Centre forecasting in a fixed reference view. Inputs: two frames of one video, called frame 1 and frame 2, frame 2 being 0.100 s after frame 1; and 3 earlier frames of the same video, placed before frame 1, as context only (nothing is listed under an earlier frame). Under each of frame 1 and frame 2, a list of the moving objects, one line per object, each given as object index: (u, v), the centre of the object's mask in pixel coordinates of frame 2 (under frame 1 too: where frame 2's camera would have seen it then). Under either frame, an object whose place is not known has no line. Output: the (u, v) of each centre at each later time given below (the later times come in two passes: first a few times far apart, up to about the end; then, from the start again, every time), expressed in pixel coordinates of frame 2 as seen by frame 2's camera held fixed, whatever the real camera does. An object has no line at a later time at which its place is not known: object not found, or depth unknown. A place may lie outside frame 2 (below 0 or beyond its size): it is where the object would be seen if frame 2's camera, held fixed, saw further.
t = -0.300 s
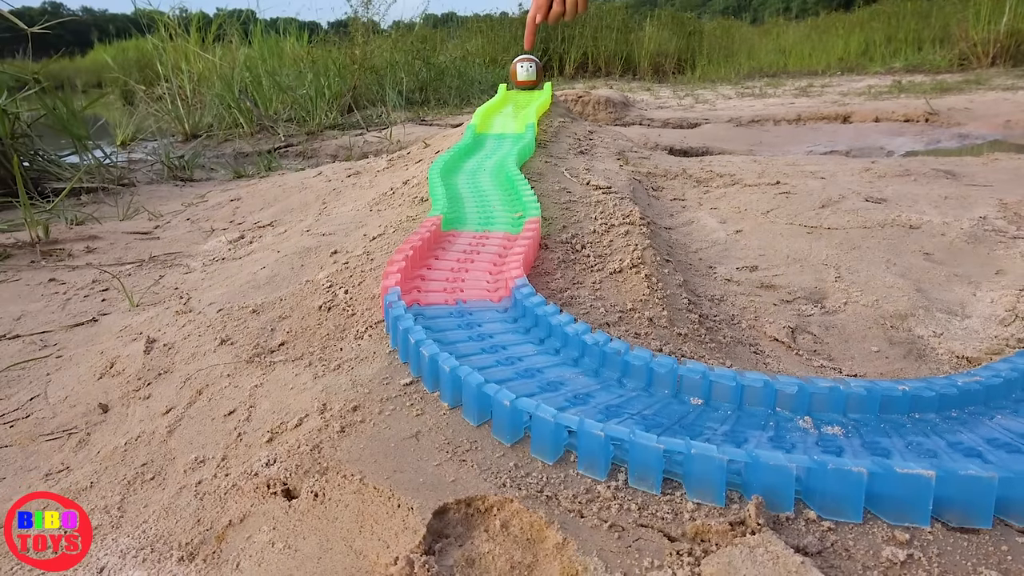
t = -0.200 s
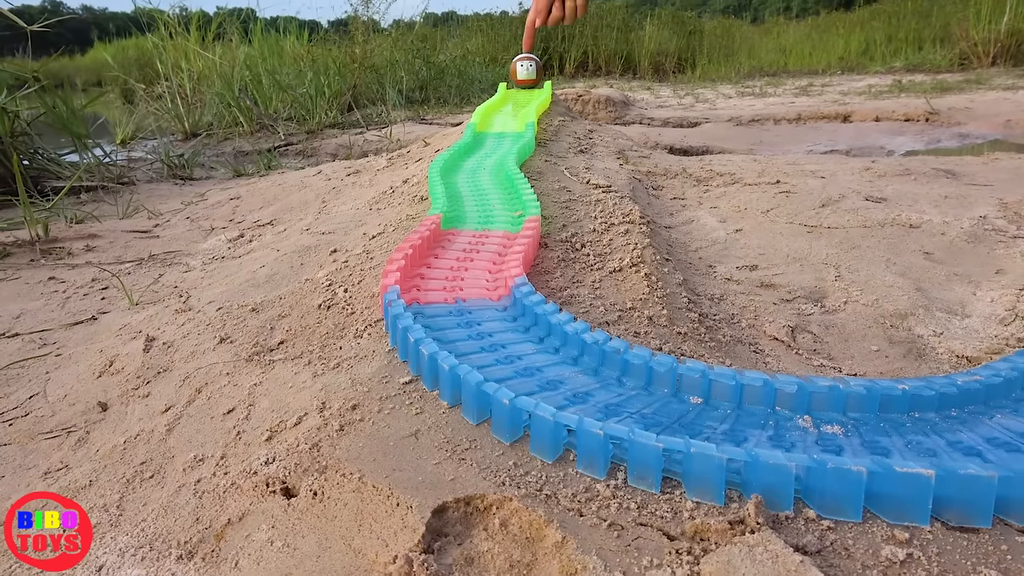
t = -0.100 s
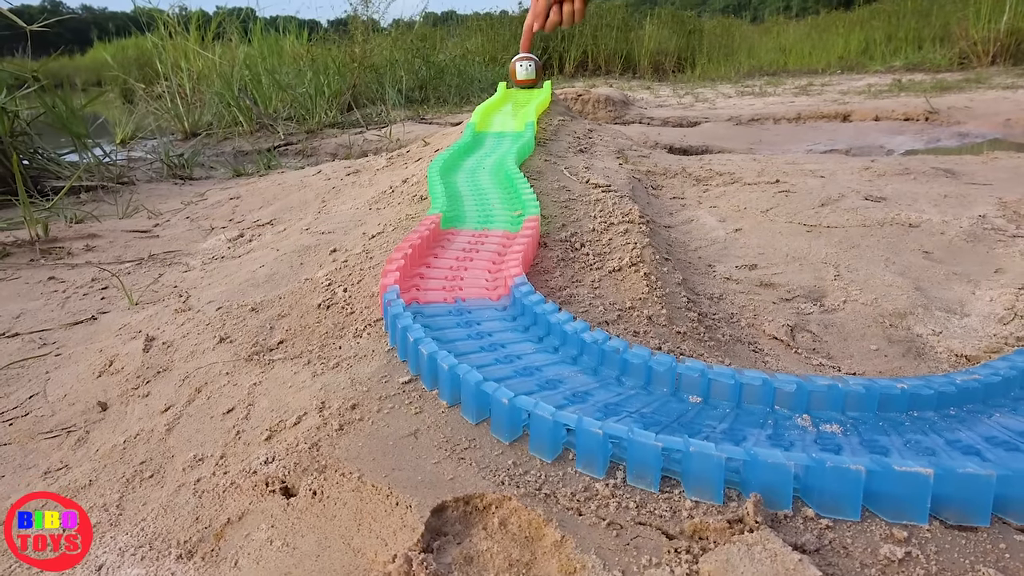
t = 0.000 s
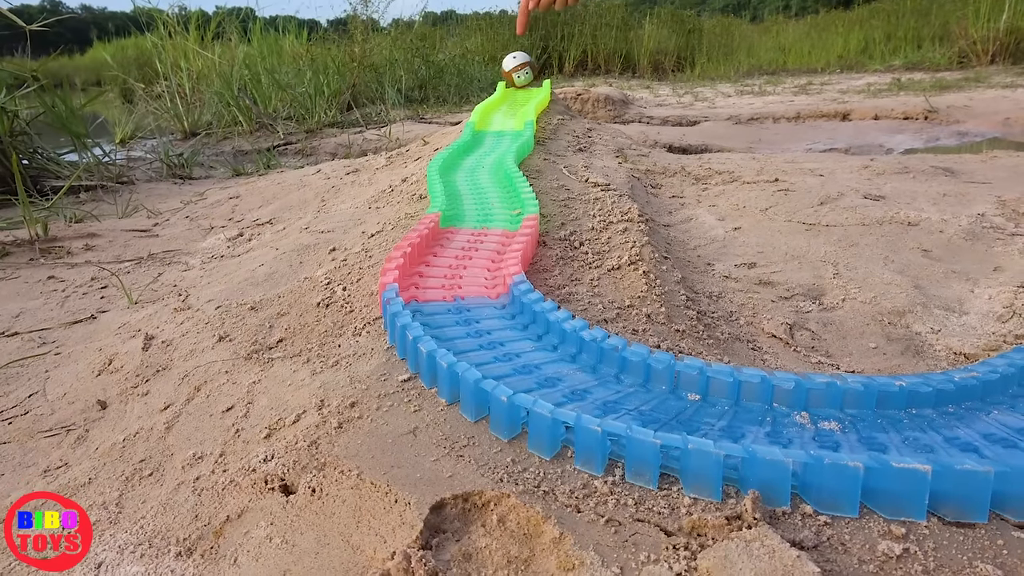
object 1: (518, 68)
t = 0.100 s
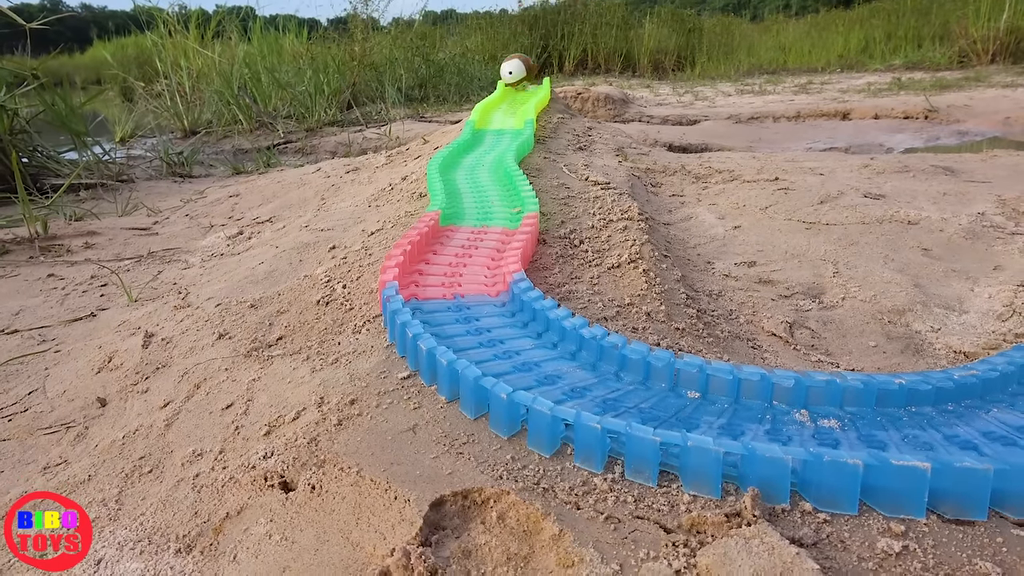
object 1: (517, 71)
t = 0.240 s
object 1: (508, 89)
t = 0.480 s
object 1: (452, 147)
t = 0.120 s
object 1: (518, 71)
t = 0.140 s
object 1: (518, 71)
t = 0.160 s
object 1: (519, 75)
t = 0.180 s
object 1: (515, 80)
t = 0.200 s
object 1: (514, 83)
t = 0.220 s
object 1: (512, 85)
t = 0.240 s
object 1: (508, 89)
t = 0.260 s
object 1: (505, 90)
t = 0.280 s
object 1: (501, 94)
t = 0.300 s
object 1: (497, 100)
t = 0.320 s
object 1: (492, 105)
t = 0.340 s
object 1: (488, 111)
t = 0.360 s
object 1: (487, 116)
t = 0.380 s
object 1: (488, 122)
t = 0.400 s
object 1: (490, 128)
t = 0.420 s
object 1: (483, 134)
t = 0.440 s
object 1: (468, 141)
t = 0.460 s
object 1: (454, 143)
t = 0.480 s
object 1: (452, 147)
